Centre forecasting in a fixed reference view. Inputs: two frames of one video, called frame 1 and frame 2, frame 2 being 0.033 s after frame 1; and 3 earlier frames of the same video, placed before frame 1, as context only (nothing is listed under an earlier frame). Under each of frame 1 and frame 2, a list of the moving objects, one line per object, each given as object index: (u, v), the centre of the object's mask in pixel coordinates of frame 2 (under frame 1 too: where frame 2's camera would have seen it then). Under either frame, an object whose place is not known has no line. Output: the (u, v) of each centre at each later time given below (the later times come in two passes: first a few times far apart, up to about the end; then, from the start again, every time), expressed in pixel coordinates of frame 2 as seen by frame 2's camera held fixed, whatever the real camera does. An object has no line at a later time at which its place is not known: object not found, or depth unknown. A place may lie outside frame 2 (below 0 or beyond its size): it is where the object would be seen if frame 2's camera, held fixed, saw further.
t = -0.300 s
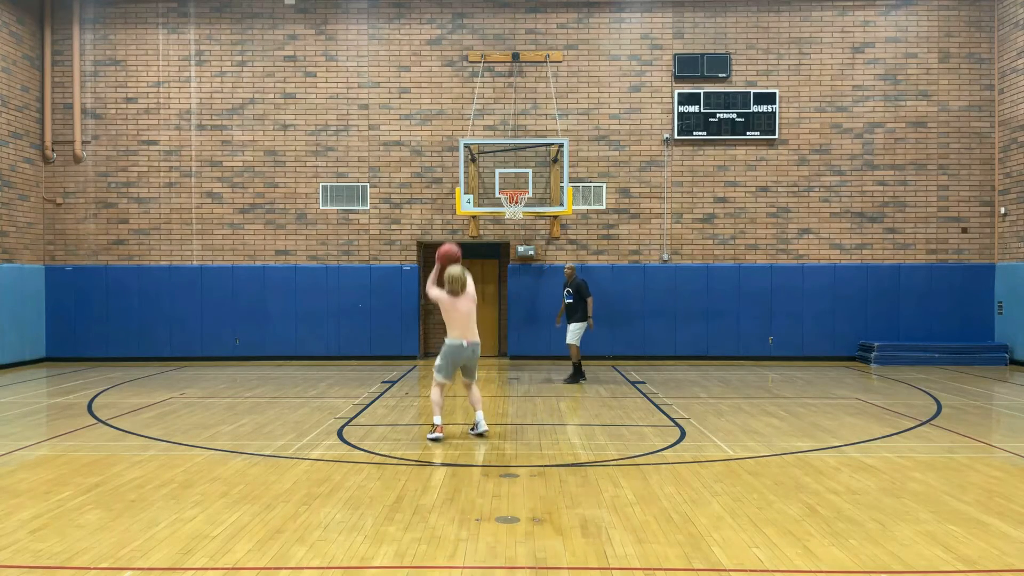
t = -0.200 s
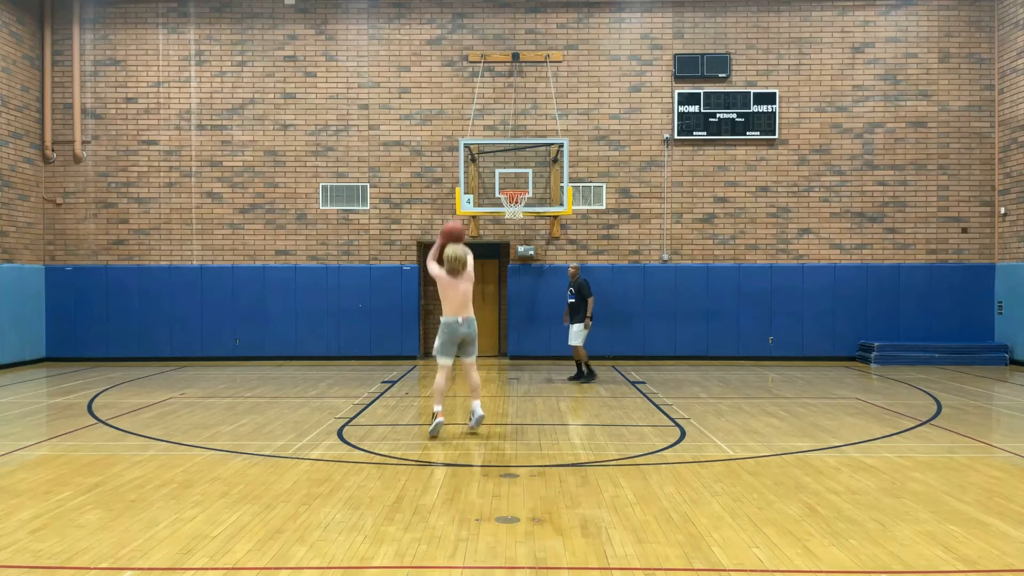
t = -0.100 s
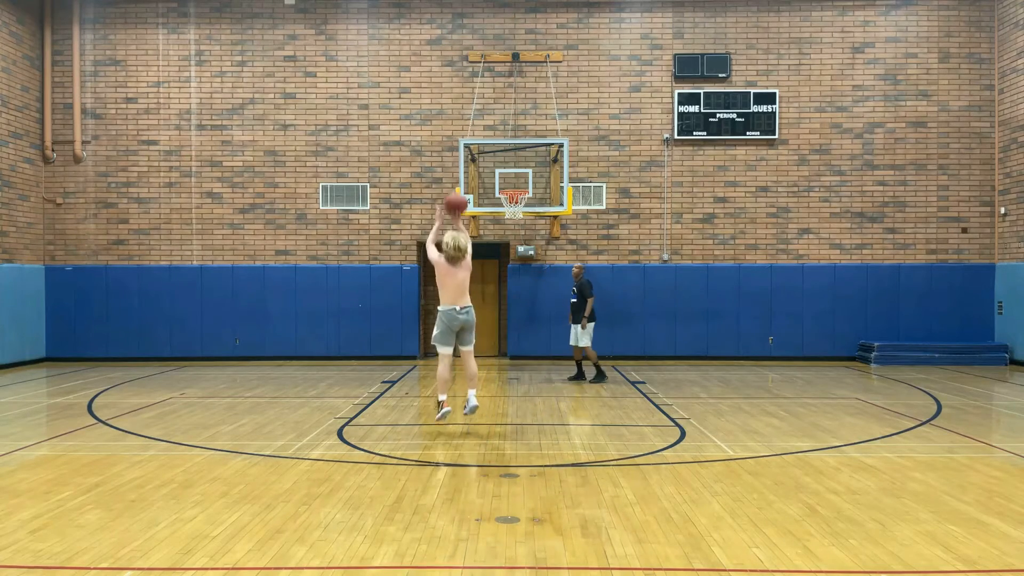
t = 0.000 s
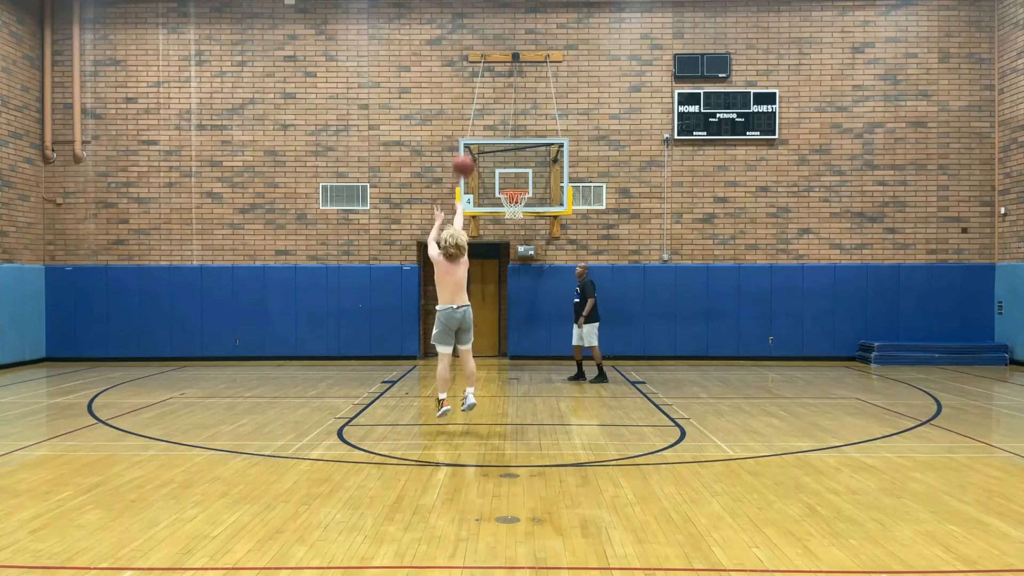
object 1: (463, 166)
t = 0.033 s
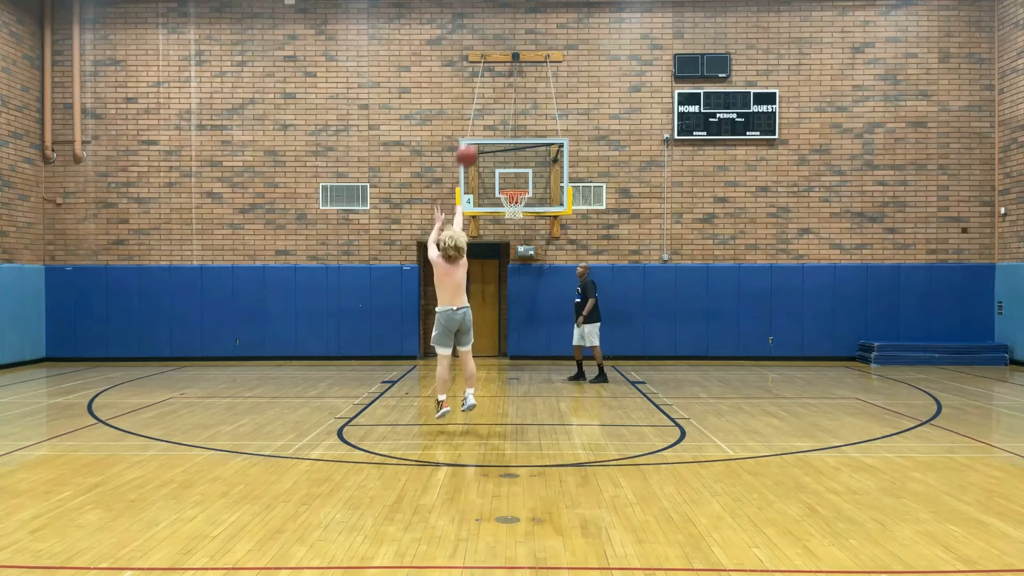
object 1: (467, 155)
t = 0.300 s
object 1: (487, 117)
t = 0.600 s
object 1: (503, 142)
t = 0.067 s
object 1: (469, 146)
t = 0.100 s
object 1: (472, 139)
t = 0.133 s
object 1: (475, 133)
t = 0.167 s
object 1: (478, 128)
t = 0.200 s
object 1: (480, 123)
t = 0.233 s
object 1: (483, 120)
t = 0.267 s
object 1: (485, 118)
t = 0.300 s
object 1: (487, 117)
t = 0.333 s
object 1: (489, 117)
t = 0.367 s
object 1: (491, 117)
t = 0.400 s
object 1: (493, 119)
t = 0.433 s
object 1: (495, 120)
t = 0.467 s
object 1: (496, 123)
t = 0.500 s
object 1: (498, 127)
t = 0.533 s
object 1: (500, 131)
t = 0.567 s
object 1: (502, 135)
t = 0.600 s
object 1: (503, 142)
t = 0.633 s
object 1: (504, 146)
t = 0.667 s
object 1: (506, 153)
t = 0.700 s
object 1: (507, 160)
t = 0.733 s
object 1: (509, 167)
